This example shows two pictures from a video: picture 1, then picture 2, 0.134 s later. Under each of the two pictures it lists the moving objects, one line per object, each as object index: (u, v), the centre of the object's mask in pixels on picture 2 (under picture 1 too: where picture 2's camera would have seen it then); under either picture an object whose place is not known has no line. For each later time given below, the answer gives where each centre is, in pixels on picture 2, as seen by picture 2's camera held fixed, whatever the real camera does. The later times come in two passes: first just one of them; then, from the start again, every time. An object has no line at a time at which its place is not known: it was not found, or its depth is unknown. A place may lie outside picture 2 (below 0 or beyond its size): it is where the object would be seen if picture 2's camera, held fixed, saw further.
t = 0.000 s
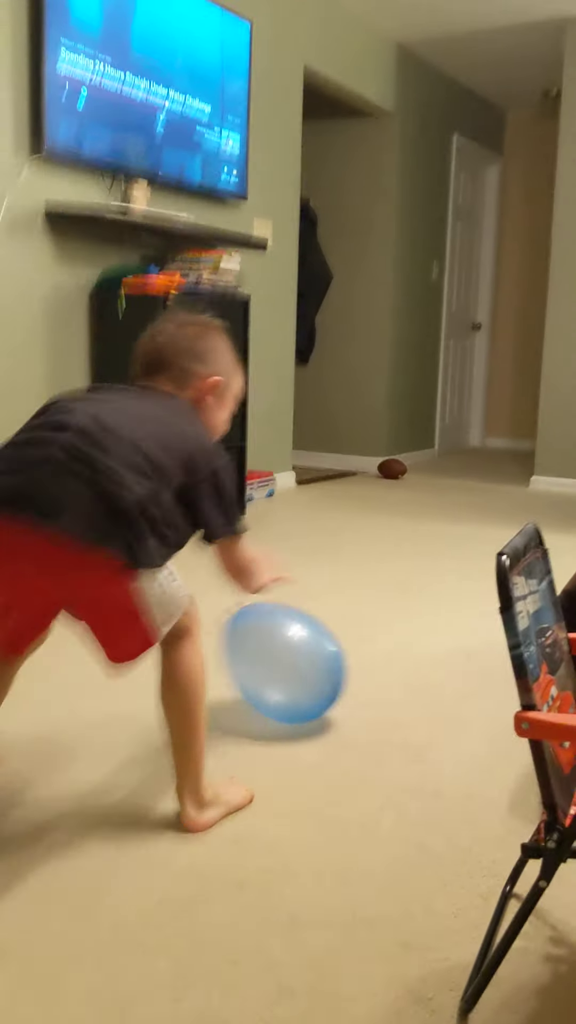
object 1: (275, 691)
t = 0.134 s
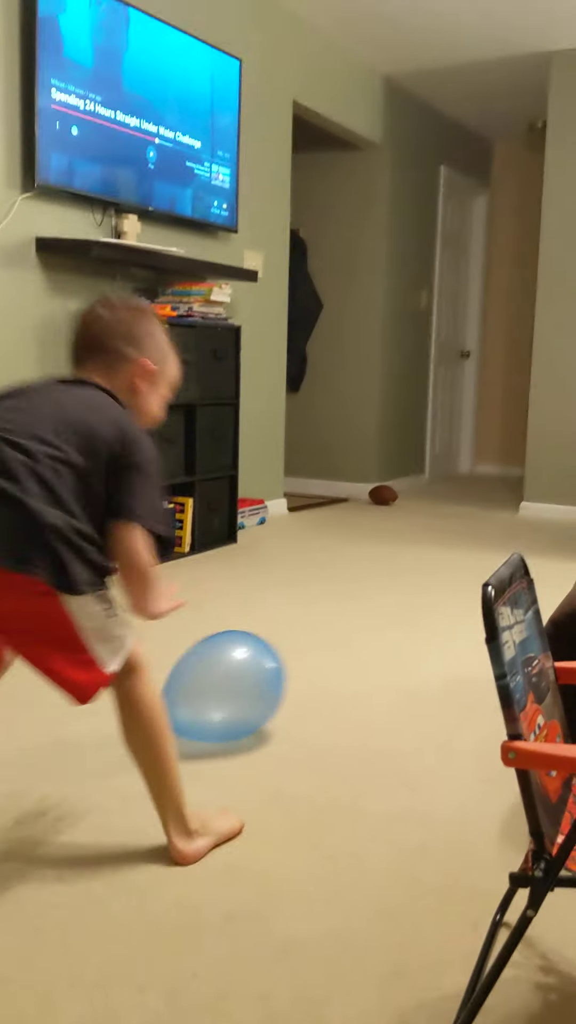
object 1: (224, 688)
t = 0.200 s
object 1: (206, 683)
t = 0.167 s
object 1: (214, 685)
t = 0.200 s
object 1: (206, 683)
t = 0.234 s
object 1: (198, 680)
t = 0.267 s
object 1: (184, 672)
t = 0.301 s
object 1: (178, 669)
